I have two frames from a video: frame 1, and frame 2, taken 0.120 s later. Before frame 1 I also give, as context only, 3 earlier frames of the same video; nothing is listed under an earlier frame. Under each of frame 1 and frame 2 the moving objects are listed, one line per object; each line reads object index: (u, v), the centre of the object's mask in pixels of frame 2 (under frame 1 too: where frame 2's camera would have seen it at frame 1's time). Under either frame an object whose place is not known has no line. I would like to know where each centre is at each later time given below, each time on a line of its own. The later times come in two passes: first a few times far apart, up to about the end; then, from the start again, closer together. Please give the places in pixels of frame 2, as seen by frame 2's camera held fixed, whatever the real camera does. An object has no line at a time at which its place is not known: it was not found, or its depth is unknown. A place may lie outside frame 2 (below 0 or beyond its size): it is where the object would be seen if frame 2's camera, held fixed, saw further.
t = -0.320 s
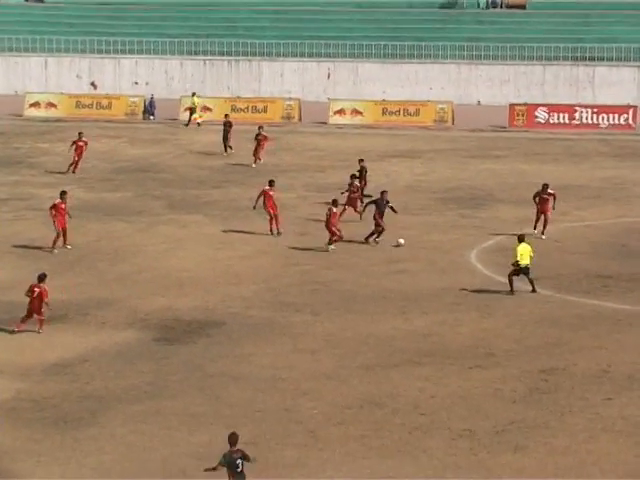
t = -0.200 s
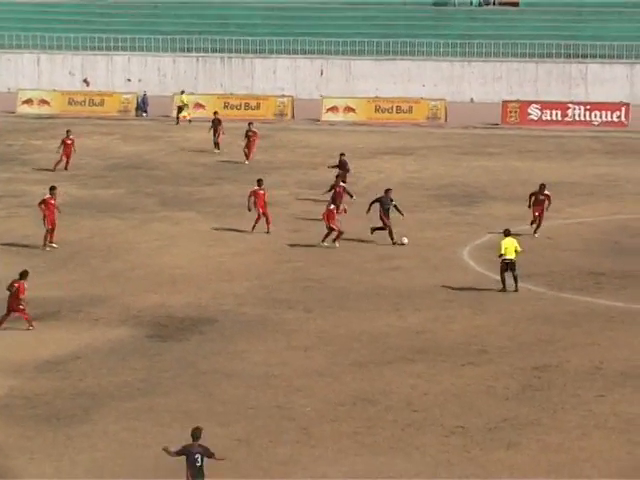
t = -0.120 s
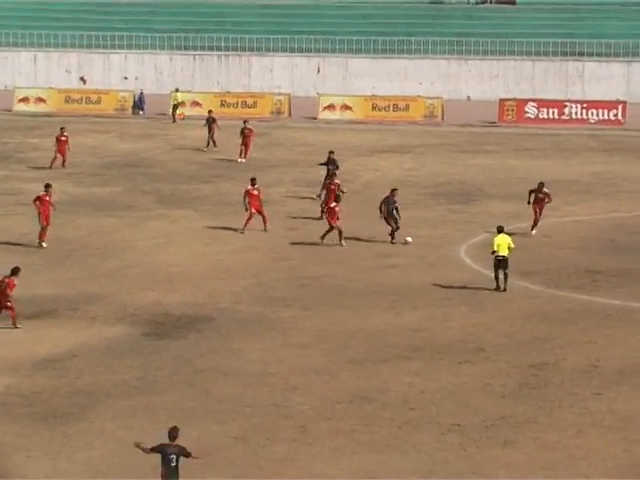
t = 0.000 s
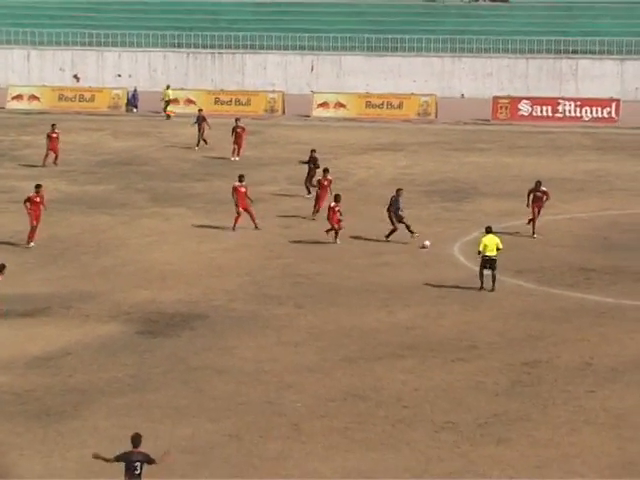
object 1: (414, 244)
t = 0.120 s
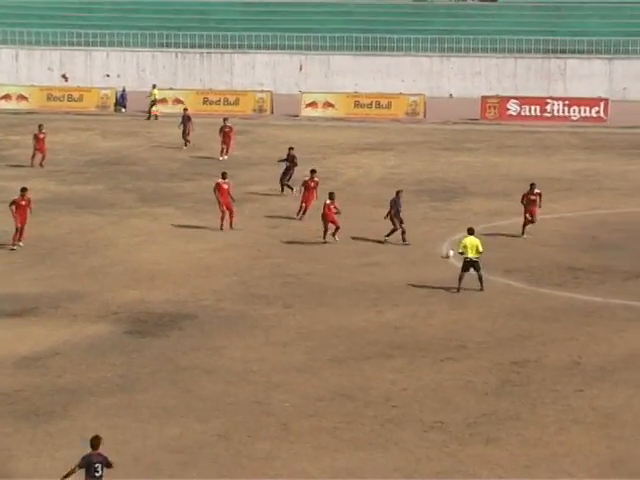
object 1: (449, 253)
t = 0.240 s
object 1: (484, 264)
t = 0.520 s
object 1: (559, 286)
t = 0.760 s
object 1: (617, 307)
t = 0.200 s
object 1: (474, 259)
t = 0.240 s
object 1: (484, 264)
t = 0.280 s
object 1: (496, 268)
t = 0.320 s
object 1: (506, 270)
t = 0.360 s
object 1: (517, 274)
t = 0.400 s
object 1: (528, 277)
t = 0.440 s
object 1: (538, 281)
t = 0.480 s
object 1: (548, 283)
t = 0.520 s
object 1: (559, 286)
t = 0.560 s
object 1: (569, 291)
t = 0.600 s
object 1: (579, 294)
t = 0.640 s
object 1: (588, 298)
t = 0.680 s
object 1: (598, 300)
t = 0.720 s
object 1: (608, 305)
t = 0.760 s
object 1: (617, 307)
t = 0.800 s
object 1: (626, 309)
